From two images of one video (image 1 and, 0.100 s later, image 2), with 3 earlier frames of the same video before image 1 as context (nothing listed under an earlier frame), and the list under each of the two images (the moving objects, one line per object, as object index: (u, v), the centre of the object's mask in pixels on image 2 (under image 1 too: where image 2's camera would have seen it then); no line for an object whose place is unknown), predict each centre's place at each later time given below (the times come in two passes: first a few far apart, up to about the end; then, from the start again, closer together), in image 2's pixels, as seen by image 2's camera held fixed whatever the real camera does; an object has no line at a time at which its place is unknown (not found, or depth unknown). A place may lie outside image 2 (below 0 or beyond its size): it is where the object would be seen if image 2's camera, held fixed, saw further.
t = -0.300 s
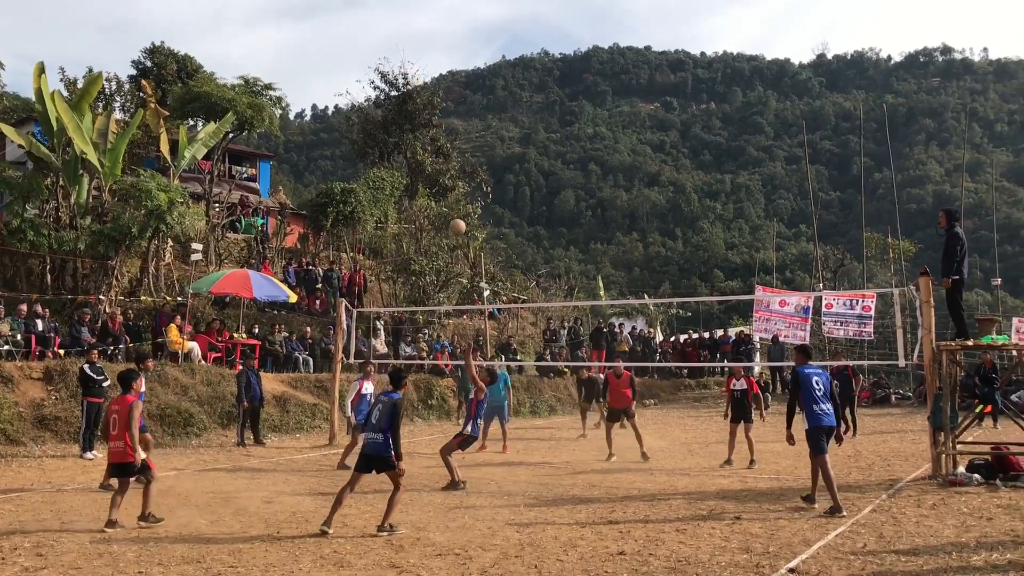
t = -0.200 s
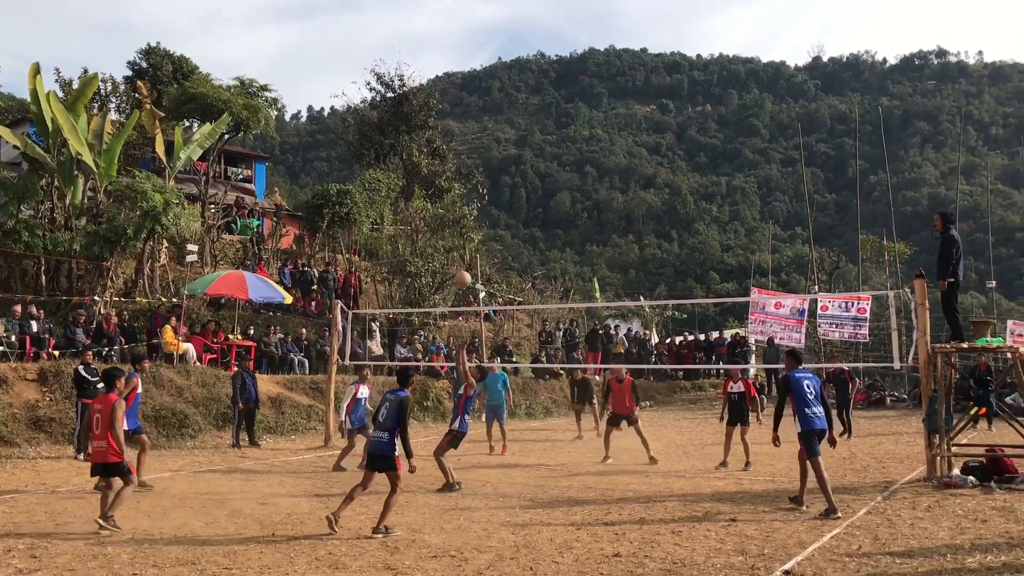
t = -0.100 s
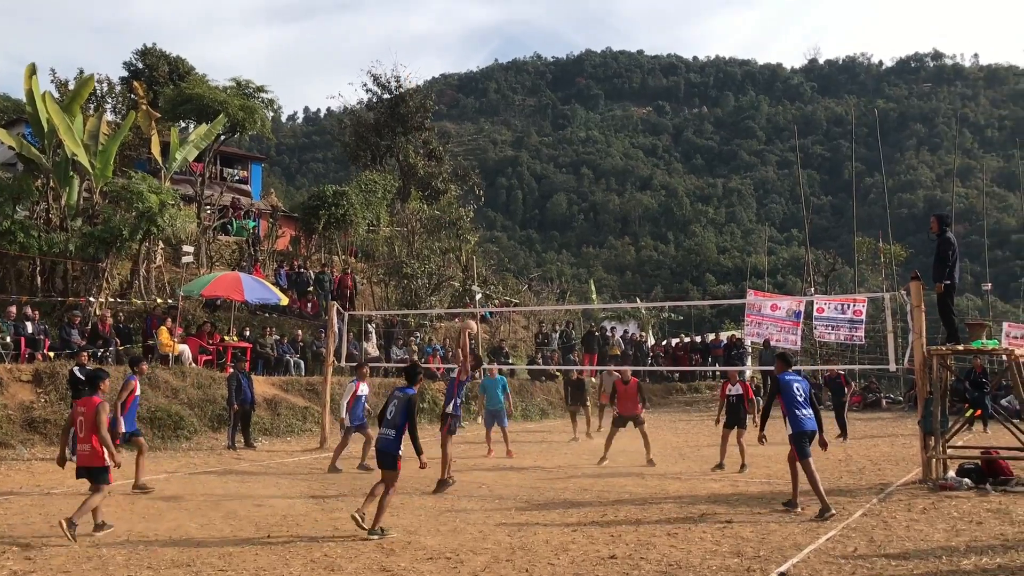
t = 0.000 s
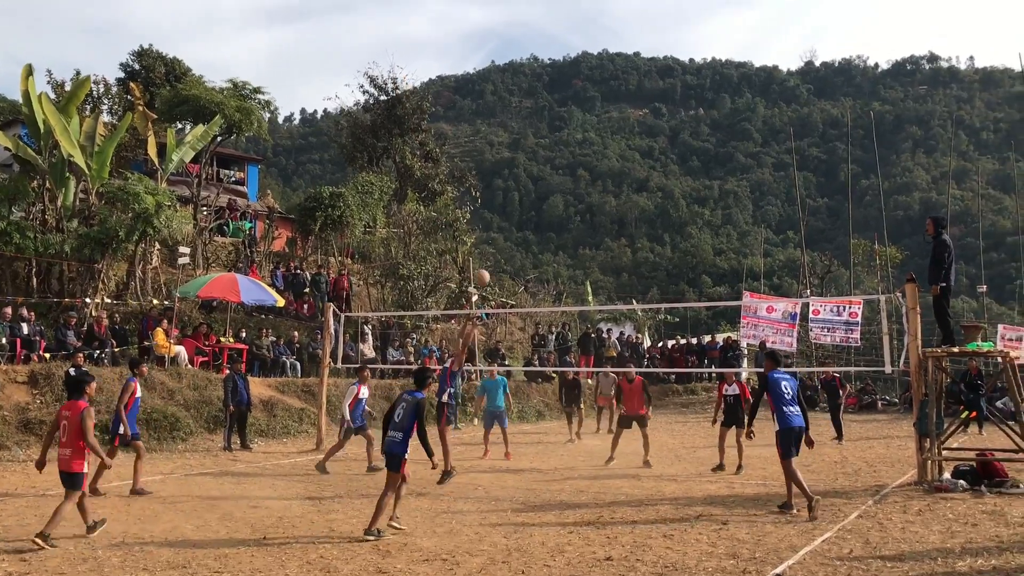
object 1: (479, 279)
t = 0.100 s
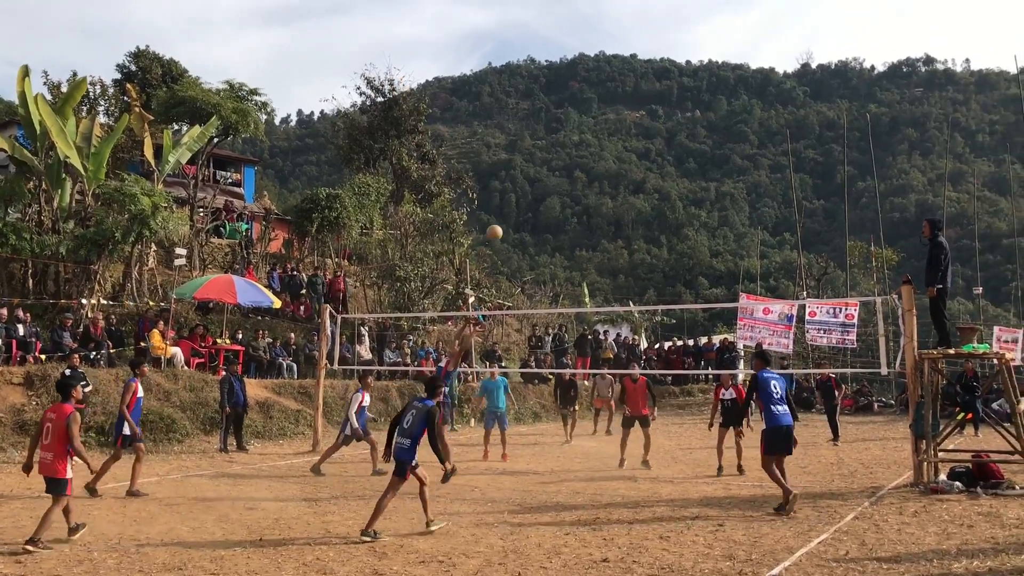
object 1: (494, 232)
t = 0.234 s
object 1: (515, 185)
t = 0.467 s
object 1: (551, 134)
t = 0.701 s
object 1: (581, 124)
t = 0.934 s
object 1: (614, 151)
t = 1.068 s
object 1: (635, 185)
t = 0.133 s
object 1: (499, 219)
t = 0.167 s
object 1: (505, 207)
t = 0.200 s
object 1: (510, 195)
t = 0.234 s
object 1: (515, 185)
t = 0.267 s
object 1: (521, 175)
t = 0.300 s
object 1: (526, 166)
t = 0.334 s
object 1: (531, 158)
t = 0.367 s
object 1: (536, 150)
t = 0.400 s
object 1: (540, 145)
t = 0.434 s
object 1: (546, 139)
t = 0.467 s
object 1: (551, 134)
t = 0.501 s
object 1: (555, 130)
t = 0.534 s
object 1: (560, 127)
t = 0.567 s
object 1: (565, 124)
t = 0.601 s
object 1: (570, 123)
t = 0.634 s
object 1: (575, 122)
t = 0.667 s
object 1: (579, 122)
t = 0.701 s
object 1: (581, 124)
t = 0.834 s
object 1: (602, 134)
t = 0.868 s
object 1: (606, 139)
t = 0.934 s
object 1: (614, 151)
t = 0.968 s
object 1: (621, 159)
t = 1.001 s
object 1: (623, 167)
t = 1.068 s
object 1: (635, 185)
